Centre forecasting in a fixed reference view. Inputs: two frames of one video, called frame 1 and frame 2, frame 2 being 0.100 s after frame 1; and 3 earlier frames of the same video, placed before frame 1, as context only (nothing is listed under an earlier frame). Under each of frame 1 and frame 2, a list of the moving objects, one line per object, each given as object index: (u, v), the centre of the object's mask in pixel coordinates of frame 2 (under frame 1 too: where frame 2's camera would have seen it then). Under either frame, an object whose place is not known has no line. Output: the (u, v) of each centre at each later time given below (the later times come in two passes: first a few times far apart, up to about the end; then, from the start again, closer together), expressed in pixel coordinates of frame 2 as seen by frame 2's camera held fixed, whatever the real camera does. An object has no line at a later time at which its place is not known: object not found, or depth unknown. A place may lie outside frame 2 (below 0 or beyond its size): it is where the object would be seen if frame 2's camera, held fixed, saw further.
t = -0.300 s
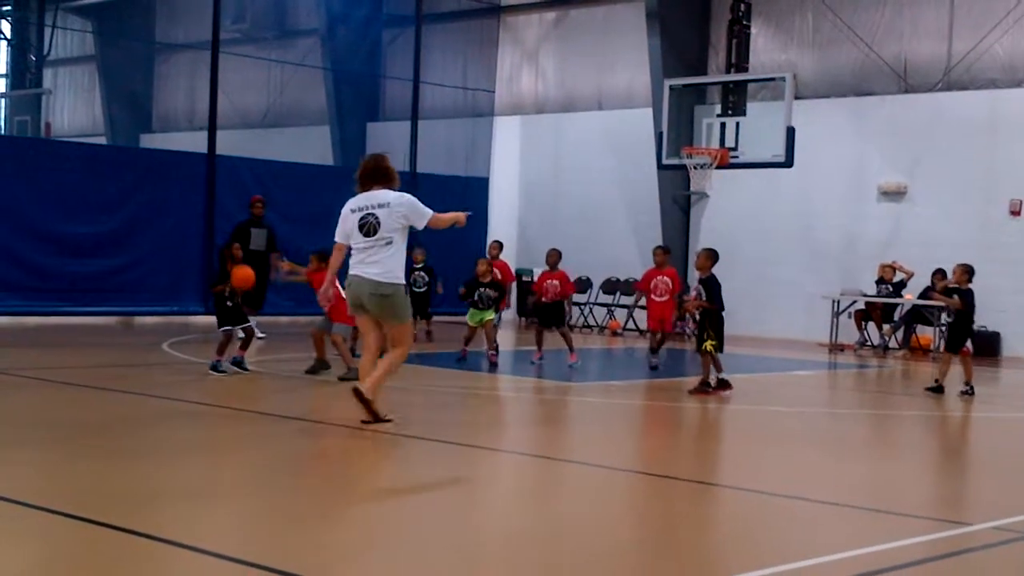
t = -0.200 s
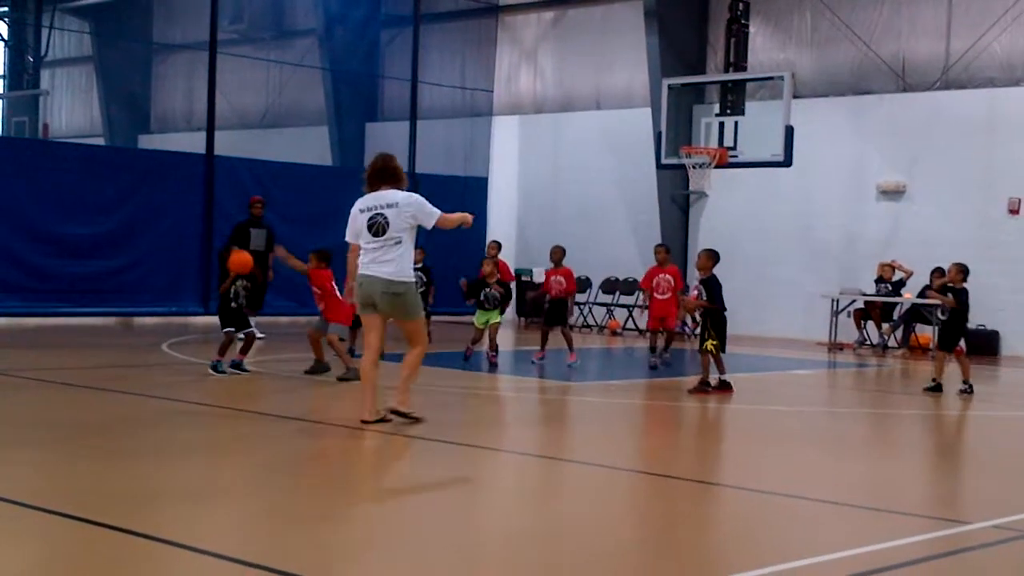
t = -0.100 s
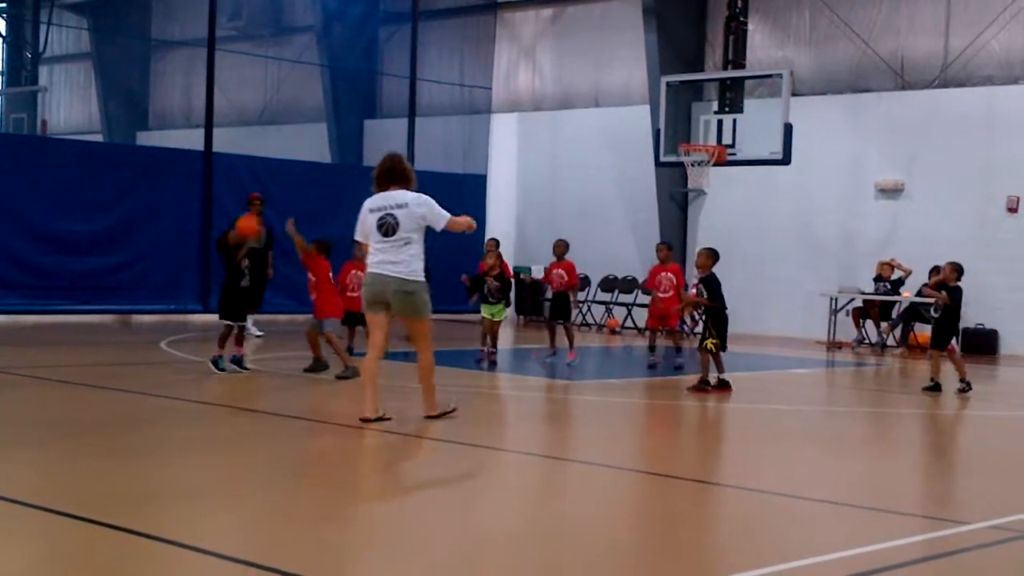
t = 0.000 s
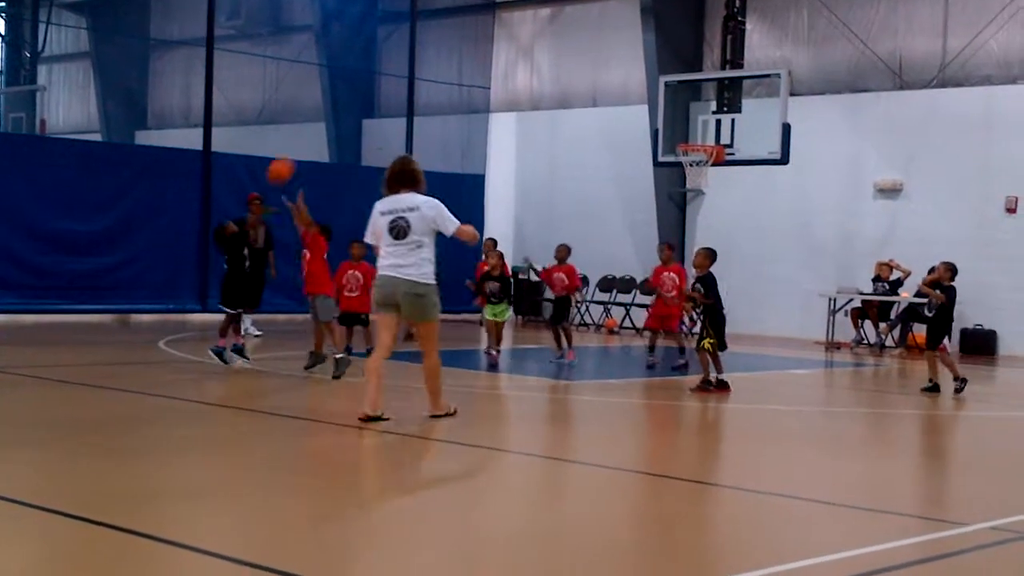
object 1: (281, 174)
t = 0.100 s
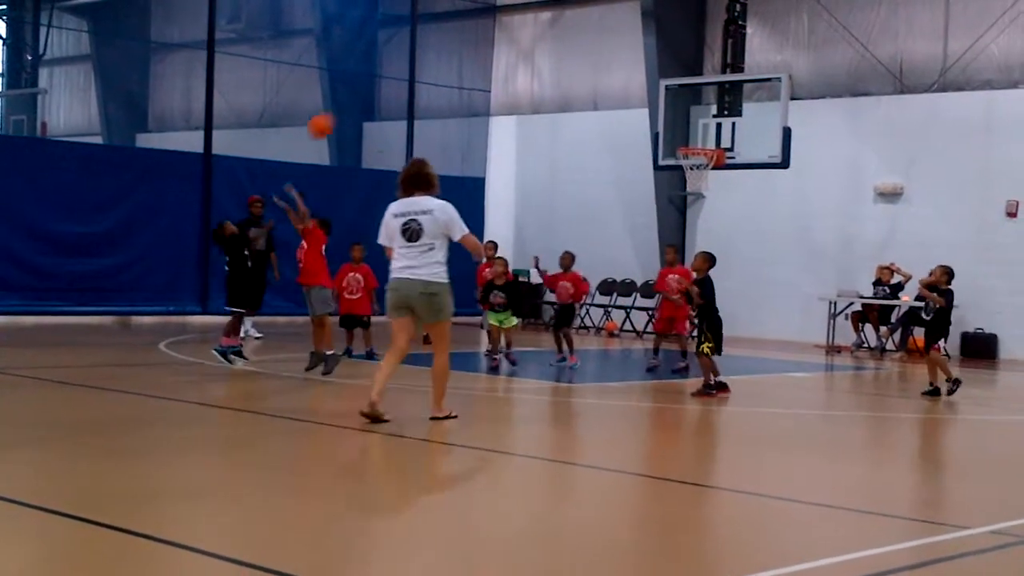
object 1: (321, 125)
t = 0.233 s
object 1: (372, 82)
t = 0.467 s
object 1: (461, 53)
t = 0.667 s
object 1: (531, 77)
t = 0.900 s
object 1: (607, 159)
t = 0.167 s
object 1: (348, 101)
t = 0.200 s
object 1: (360, 91)
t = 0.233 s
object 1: (372, 82)
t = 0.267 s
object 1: (385, 74)
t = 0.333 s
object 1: (411, 62)
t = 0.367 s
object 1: (423, 58)
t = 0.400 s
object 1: (436, 55)
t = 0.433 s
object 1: (449, 54)
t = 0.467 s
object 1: (461, 53)
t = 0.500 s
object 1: (473, 54)
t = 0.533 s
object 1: (485, 55)
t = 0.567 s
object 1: (496, 59)
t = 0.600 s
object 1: (509, 65)
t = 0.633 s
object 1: (520, 70)
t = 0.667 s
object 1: (531, 77)
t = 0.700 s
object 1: (543, 86)
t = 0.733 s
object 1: (553, 95)
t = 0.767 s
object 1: (564, 105)
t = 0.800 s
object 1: (576, 117)
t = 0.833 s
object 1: (587, 130)
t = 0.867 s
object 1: (597, 144)
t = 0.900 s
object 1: (607, 159)
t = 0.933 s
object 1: (619, 176)
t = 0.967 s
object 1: (629, 194)
